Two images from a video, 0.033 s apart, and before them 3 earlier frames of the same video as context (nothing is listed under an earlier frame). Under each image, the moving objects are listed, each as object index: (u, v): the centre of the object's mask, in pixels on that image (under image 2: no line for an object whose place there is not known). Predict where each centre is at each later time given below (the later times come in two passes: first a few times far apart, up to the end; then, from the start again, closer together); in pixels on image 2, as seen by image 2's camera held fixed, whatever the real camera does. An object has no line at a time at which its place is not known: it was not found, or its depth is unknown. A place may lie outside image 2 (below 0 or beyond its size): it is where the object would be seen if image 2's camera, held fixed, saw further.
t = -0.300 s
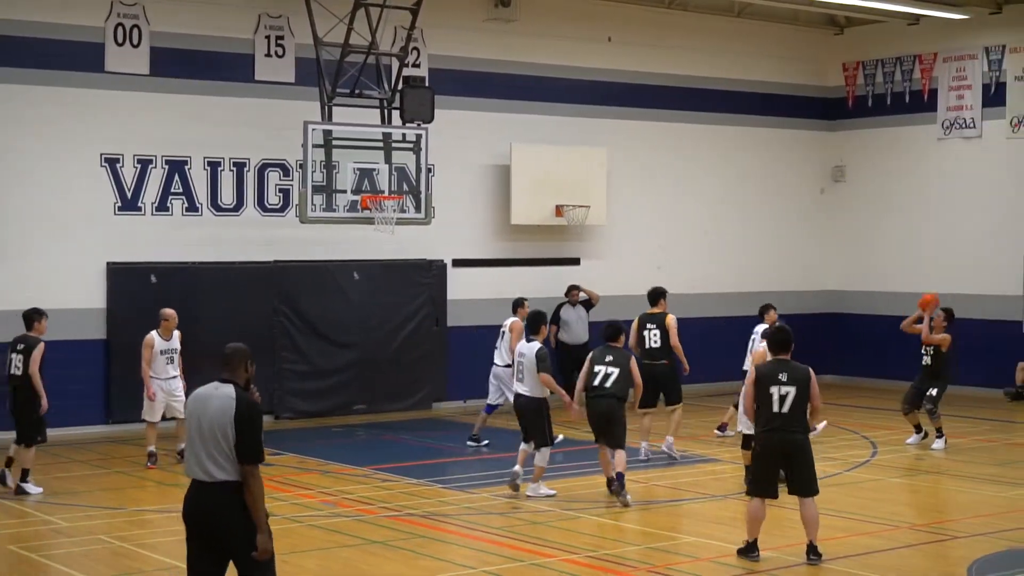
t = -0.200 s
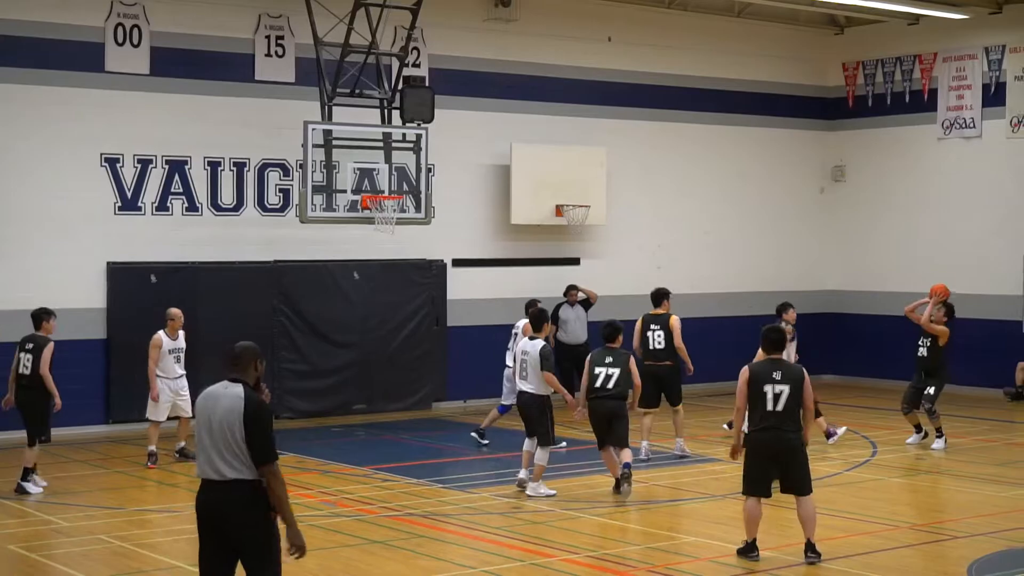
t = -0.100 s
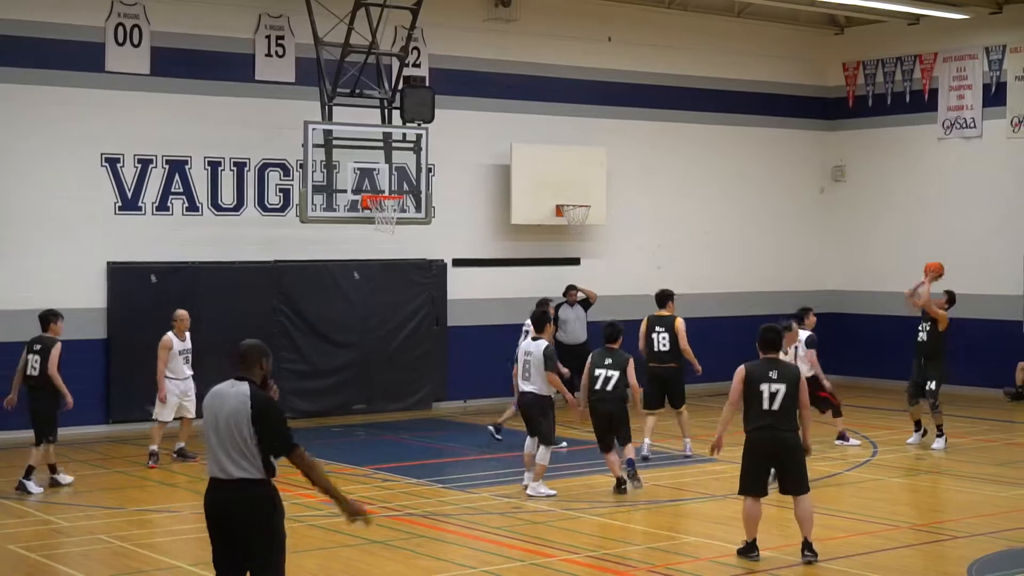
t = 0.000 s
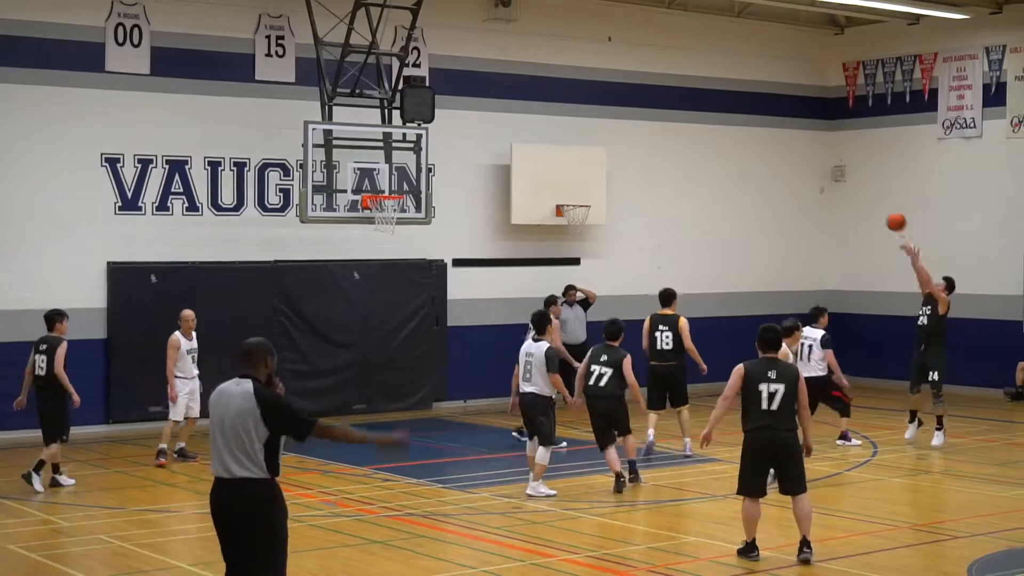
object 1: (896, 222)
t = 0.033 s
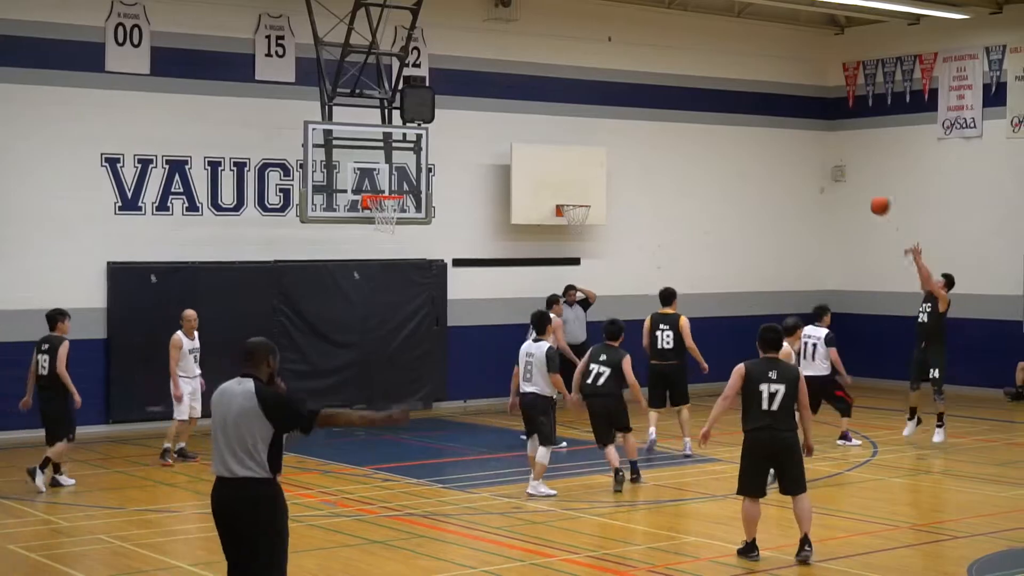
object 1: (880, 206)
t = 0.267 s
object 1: (768, 119)
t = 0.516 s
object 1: (655, 79)
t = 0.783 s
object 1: (538, 87)
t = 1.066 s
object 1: (423, 156)
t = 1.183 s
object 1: (377, 194)
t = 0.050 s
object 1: (872, 198)
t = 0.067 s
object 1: (863, 190)
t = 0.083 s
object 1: (855, 183)
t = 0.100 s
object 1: (847, 176)
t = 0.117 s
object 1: (839, 170)
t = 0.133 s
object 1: (832, 163)
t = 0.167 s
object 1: (815, 151)
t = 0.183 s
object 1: (807, 145)
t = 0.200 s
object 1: (799, 139)
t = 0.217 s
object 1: (792, 134)
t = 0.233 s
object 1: (784, 129)
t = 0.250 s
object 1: (776, 123)
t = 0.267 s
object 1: (768, 119)
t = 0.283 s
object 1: (760, 114)
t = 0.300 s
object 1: (752, 110)
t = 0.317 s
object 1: (744, 106)
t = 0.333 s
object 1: (737, 103)
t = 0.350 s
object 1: (729, 100)
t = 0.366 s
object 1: (722, 97)
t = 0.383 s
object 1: (714, 93)
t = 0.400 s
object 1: (706, 91)
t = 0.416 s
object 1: (699, 89)
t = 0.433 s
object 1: (691, 86)
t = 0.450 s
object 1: (685, 85)
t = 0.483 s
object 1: (669, 81)
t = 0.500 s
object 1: (662, 80)
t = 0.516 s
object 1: (655, 79)
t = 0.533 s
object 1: (648, 78)
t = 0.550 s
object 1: (640, 78)
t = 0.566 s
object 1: (632, 77)
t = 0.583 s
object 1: (625, 76)
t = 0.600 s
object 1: (617, 76)
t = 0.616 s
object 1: (610, 76)
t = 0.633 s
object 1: (603, 76)
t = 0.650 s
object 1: (596, 76)
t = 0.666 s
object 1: (589, 76)
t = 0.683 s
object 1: (582, 76)
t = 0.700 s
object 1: (574, 79)
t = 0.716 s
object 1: (567, 80)
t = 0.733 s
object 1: (560, 82)
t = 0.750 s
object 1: (554, 83)
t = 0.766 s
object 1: (546, 85)
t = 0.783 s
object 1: (538, 87)
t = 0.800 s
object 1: (532, 89)
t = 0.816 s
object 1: (525, 92)
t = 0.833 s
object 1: (518, 95)
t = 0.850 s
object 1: (511, 98)
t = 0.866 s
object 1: (504, 101)
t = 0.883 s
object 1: (497, 105)
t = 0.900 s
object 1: (490, 109)
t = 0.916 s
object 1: (483, 113)
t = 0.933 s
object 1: (477, 117)
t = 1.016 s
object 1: (443, 140)
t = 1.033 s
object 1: (436, 145)
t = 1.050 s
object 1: (430, 150)
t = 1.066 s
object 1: (423, 156)
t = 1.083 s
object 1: (416, 162)
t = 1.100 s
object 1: (409, 168)
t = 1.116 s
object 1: (403, 174)
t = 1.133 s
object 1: (398, 180)
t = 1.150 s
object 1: (390, 188)
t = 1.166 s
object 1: (383, 191)
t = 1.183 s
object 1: (377, 194)
